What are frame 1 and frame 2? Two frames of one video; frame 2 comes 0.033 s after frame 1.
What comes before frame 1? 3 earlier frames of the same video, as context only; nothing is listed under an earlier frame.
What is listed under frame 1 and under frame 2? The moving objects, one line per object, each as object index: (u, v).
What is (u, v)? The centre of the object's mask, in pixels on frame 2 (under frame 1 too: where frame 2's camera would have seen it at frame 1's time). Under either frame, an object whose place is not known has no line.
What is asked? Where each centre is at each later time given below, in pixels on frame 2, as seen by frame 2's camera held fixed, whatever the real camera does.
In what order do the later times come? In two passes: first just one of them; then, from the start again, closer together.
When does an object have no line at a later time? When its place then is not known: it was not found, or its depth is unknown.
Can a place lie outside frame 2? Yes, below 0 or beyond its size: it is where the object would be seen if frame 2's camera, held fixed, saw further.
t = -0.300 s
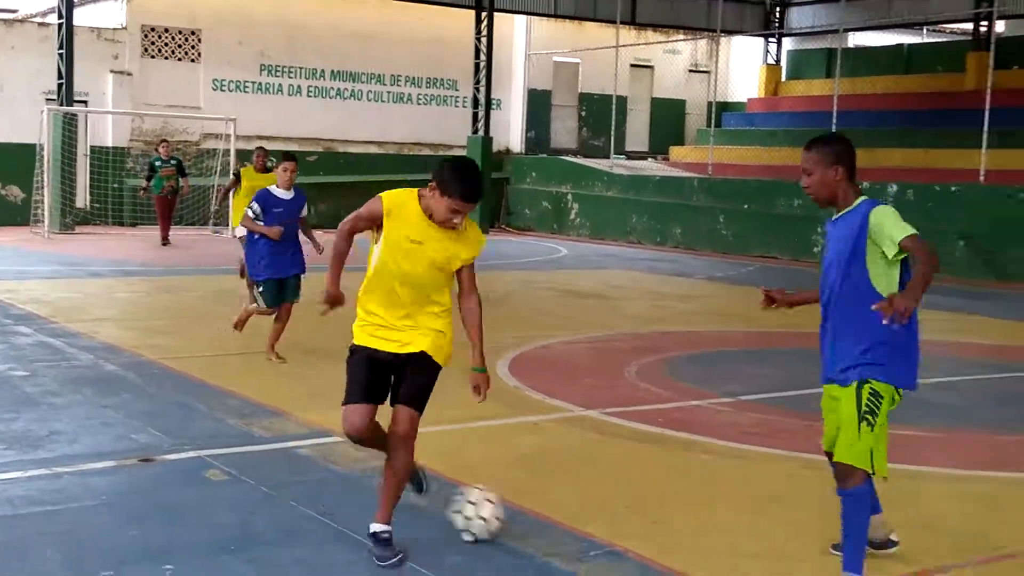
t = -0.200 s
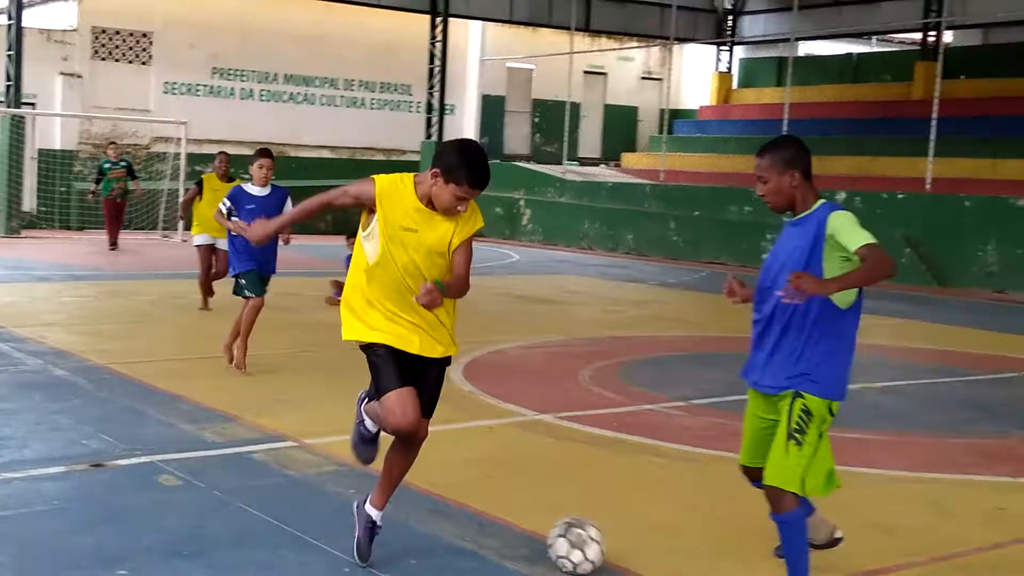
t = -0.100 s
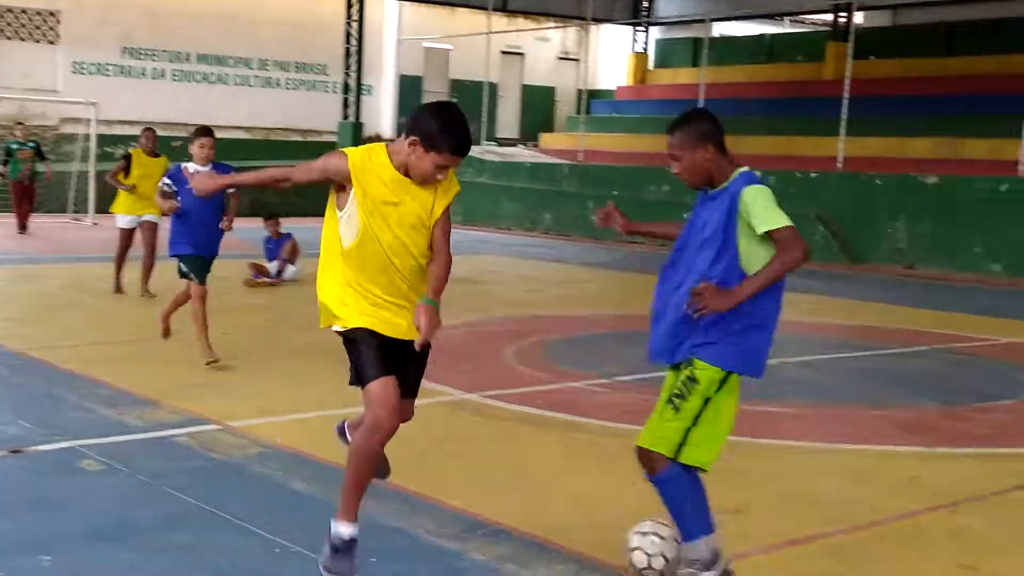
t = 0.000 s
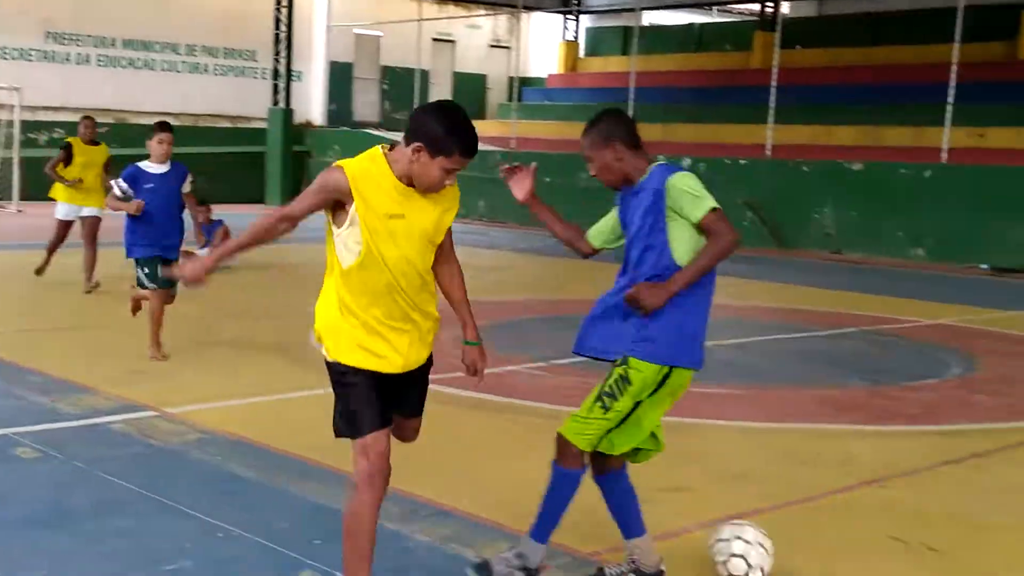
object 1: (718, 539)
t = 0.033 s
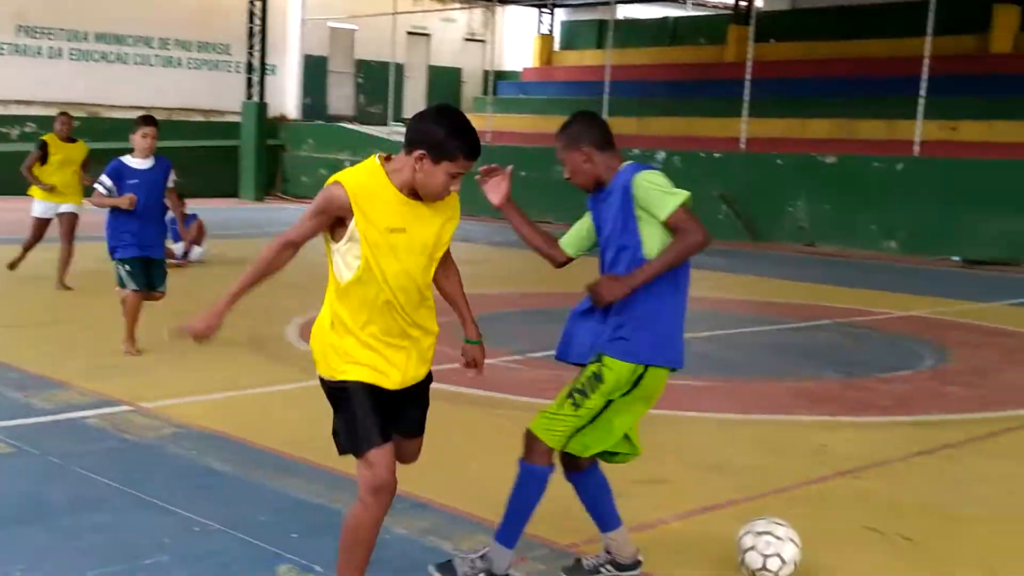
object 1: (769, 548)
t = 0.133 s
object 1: (924, 574)
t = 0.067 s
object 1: (818, 557)
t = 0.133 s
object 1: (924, 574)
